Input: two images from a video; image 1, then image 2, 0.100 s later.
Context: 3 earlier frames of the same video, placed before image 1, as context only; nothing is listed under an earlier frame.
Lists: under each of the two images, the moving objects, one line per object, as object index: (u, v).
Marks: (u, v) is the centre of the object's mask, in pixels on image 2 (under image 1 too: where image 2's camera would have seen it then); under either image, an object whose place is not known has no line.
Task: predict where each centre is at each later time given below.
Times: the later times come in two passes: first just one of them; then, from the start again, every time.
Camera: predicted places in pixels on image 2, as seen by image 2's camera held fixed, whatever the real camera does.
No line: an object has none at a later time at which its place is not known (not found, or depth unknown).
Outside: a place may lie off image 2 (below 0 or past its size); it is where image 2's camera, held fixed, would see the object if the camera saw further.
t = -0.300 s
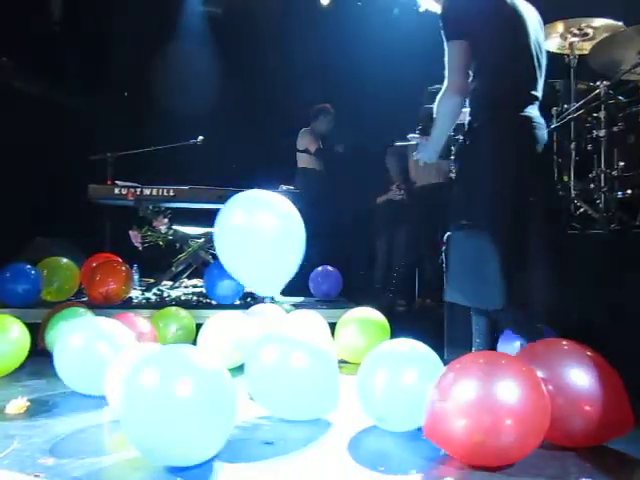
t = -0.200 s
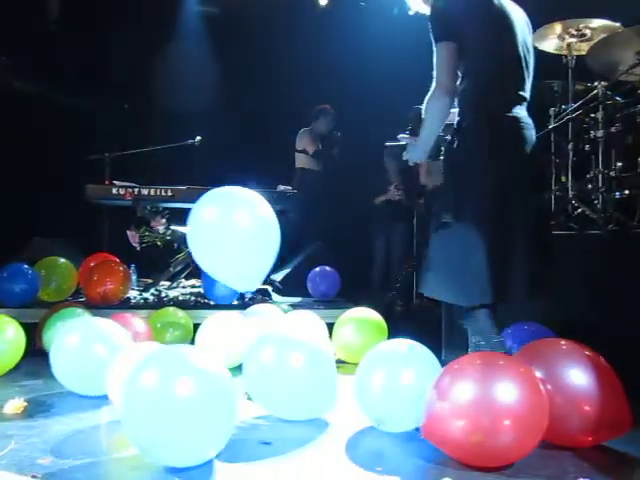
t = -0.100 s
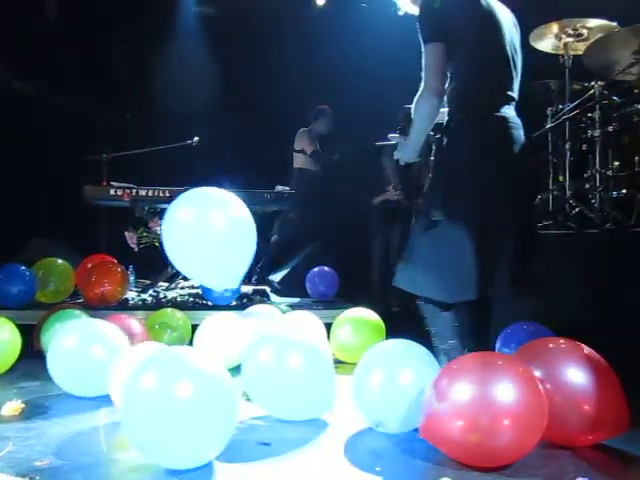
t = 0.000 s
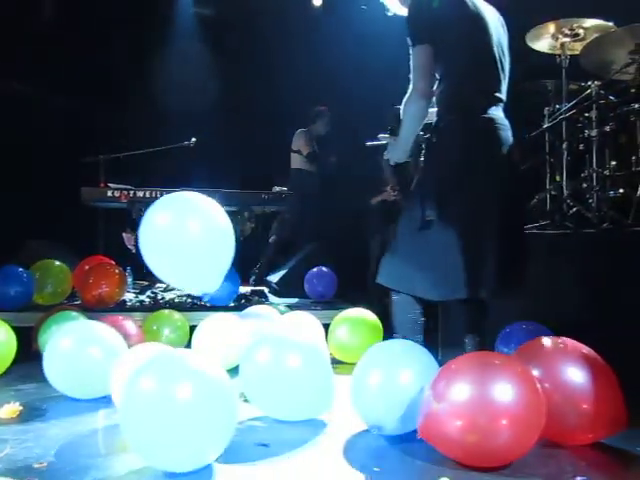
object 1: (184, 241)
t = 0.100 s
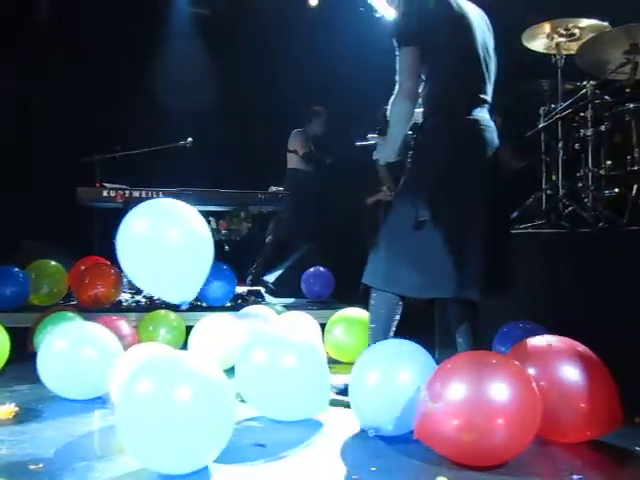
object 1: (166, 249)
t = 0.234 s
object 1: (145, 264)
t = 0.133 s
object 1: (160, 252)
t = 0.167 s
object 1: (155, 255)
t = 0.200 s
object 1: (150, 259)
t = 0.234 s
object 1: (145, 264)
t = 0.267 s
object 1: (140, 268)
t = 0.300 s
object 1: (135, 273)
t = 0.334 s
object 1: (131, 278)
